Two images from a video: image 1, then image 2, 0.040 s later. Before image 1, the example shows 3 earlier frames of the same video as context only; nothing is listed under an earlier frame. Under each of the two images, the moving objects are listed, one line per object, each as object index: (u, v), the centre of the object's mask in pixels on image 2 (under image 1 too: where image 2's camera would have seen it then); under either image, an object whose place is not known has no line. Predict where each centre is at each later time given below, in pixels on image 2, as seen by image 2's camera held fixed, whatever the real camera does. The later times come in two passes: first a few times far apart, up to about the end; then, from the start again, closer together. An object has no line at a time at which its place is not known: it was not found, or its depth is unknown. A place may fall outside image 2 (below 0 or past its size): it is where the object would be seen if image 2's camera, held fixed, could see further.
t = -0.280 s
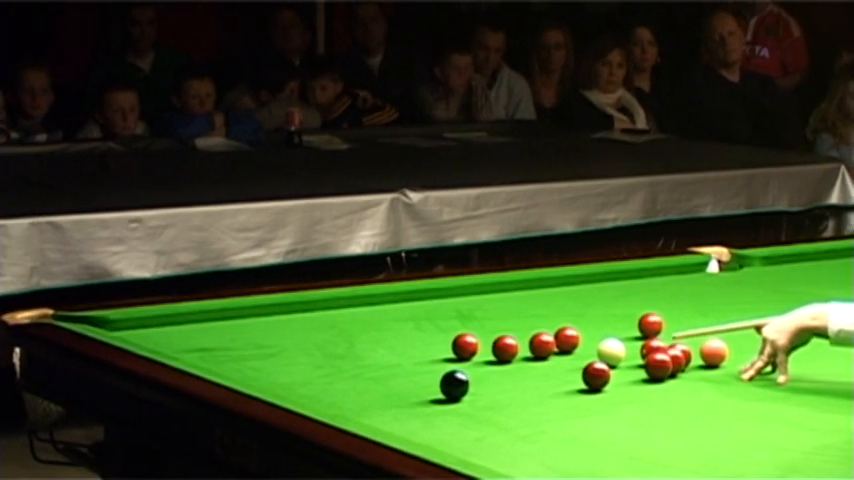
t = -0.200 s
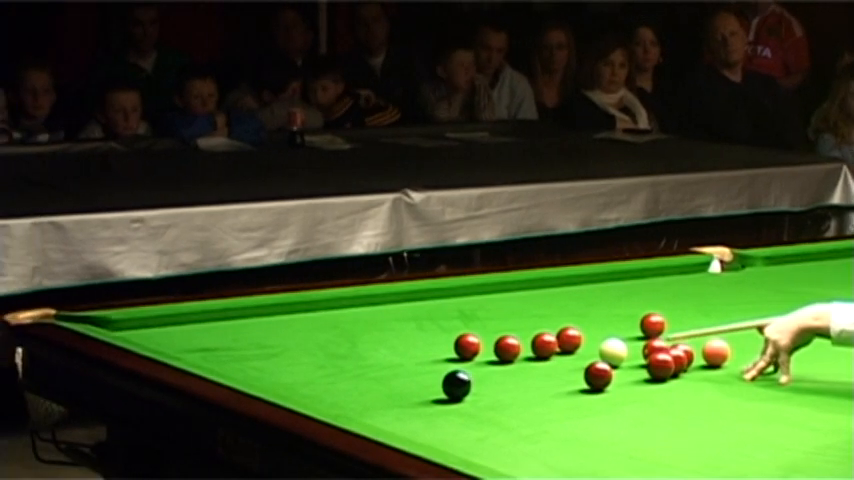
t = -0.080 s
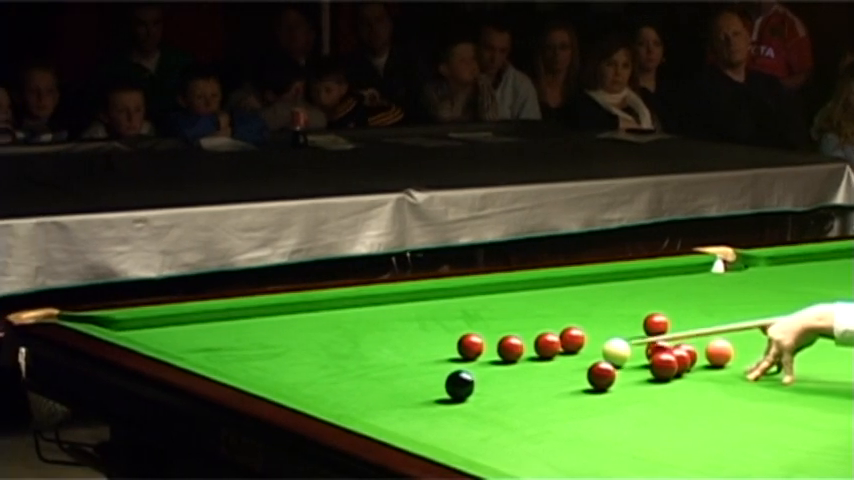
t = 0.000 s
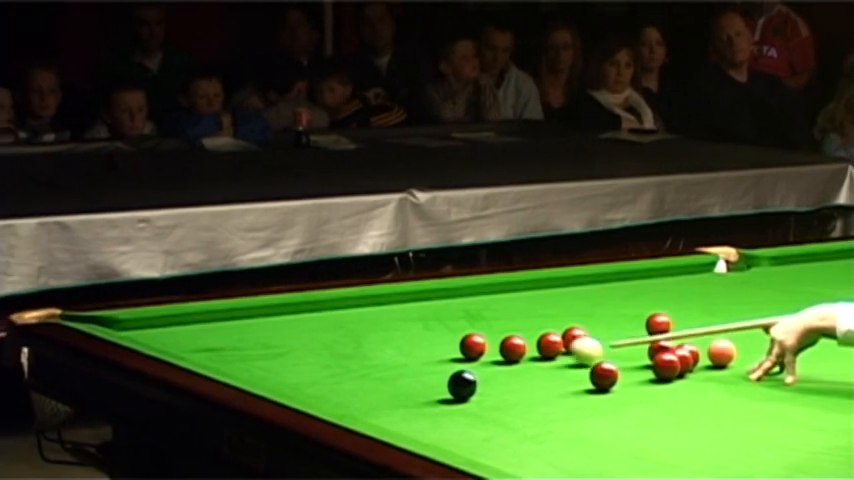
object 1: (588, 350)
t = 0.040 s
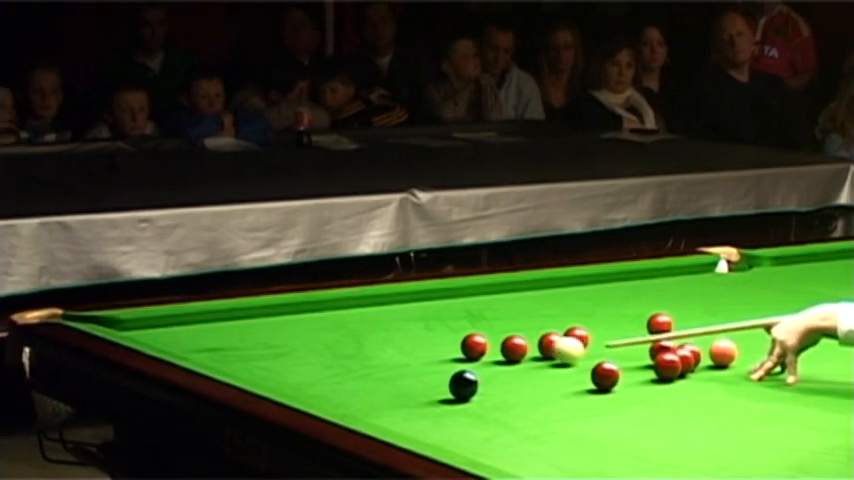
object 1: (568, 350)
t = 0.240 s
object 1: (528, 351)
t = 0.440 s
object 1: (505, 352)
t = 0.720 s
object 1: (476, 354)
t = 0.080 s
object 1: (549, 349)
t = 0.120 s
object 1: (539, 350)
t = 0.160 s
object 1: (537, 350)
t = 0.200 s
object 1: (533, 351)
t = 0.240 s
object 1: (528, 351)
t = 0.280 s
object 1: (523, 352)
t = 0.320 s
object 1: (518, 352)
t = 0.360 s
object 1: (513, 352)
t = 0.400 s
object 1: (509, 352)
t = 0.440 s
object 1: (505, 352)
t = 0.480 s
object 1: (501, 352)
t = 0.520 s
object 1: (497, 353)
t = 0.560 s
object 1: (492, 353)
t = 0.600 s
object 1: (488, 353)
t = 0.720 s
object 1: (476, 354)
